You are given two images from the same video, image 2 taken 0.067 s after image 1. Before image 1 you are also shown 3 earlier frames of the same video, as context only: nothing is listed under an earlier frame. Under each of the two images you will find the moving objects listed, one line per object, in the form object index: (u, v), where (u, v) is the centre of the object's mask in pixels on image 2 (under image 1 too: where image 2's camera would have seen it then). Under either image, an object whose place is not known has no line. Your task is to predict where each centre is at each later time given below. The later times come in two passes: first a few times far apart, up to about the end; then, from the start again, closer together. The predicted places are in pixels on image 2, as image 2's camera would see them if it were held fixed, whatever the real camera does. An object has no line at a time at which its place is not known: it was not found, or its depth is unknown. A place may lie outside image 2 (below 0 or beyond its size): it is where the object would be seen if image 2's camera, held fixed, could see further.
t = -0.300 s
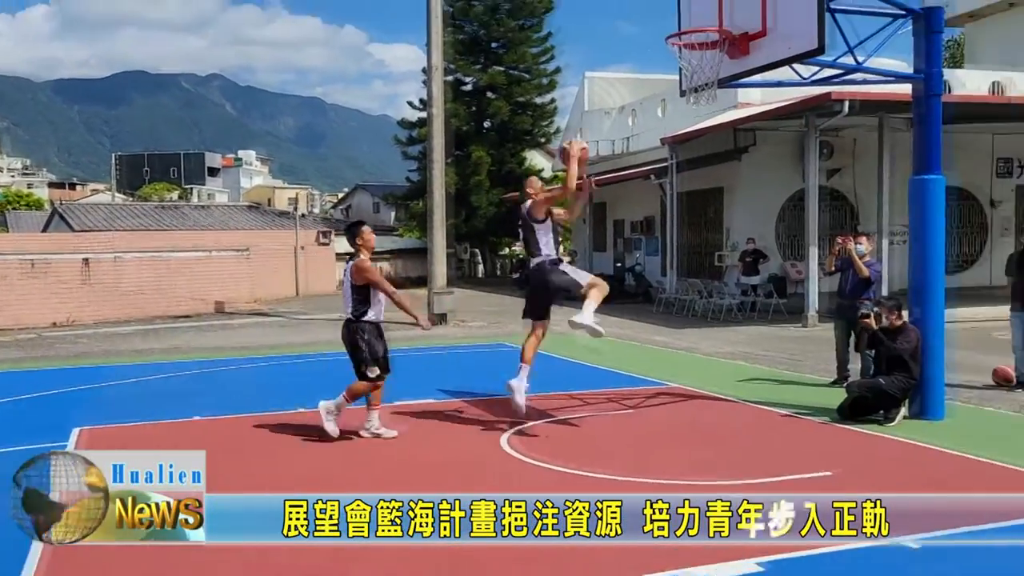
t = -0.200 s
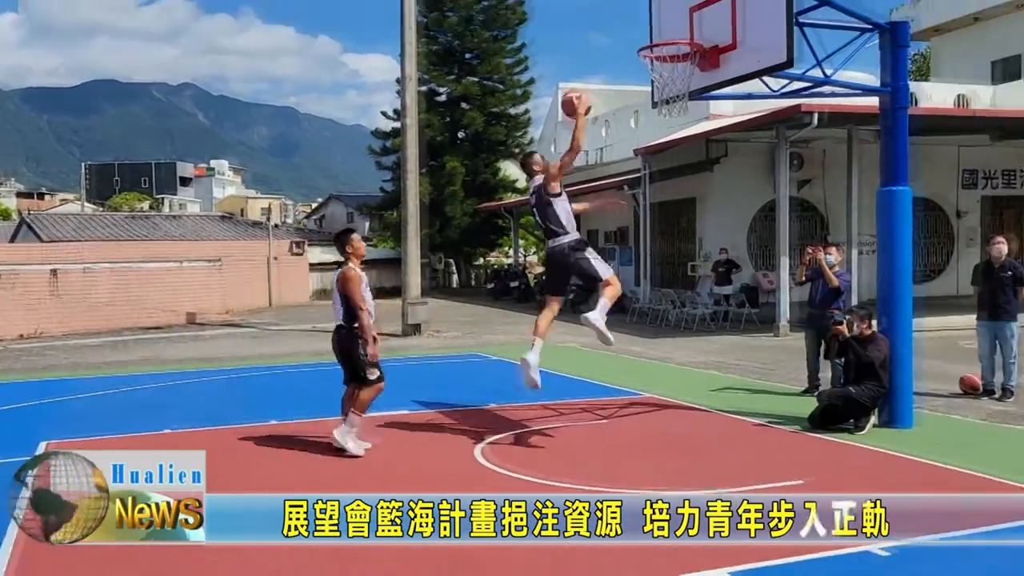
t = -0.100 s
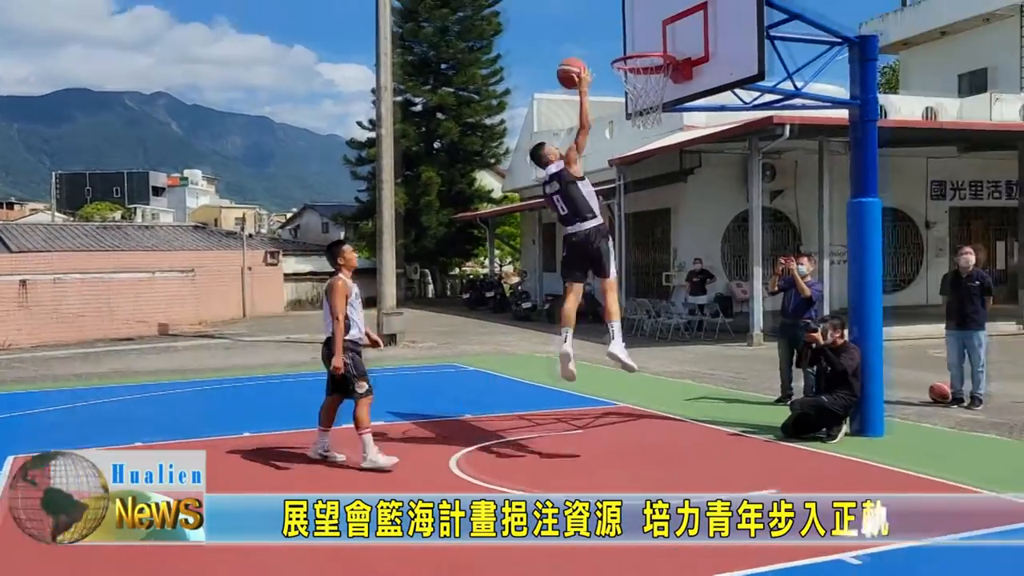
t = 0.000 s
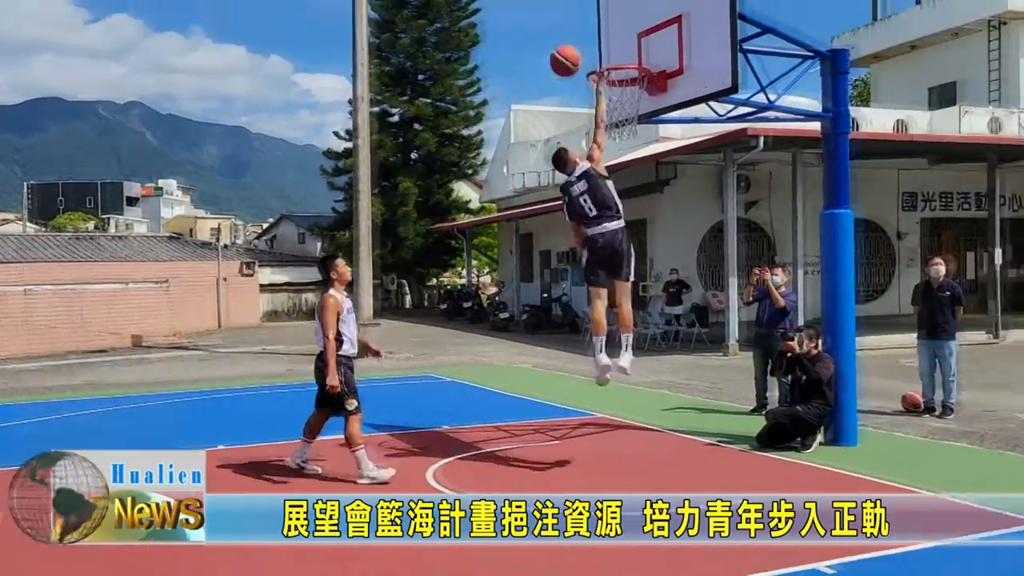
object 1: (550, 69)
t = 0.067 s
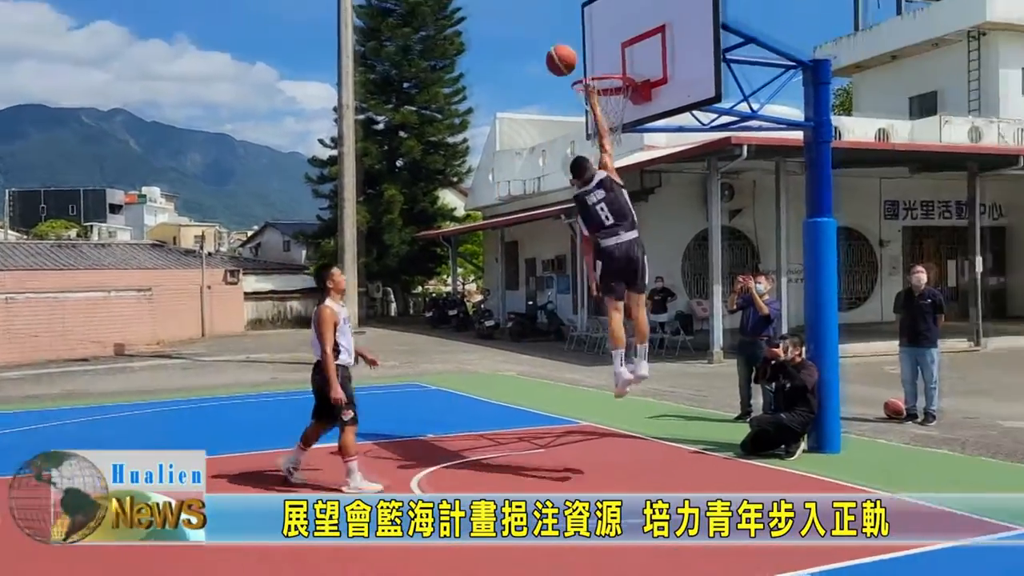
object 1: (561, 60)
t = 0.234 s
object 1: (588, 62)
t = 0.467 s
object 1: (622, 113)
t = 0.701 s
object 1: (618, 149)
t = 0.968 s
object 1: (610, 271)
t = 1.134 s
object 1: (606, 389)
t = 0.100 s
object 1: (566, 57)
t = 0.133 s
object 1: (572, 56)
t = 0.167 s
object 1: (578, 57)
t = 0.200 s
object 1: (583, 58)
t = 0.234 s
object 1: (588, 62)
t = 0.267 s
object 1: (593, 65)
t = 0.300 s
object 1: (598, 68)
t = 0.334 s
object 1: (604, 71)
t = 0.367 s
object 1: (615, 94)
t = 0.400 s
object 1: (616, 98)
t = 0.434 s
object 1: (619, 102)
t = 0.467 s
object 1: (622, 113)
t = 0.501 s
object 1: (624, 114)
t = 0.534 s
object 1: (621, 119)
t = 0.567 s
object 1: (625, 123)
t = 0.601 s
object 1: (623, 128)
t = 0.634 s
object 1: (621, 140)
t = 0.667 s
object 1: (619, 146)
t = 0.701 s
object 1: (618, 149)
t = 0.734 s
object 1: (618, 159)
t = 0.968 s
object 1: (610, 271)
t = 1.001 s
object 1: (608, 291)
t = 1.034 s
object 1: (607, 313)
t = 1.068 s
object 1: (607, 337)
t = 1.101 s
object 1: (607, 363)
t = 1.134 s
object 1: (606, 389)
